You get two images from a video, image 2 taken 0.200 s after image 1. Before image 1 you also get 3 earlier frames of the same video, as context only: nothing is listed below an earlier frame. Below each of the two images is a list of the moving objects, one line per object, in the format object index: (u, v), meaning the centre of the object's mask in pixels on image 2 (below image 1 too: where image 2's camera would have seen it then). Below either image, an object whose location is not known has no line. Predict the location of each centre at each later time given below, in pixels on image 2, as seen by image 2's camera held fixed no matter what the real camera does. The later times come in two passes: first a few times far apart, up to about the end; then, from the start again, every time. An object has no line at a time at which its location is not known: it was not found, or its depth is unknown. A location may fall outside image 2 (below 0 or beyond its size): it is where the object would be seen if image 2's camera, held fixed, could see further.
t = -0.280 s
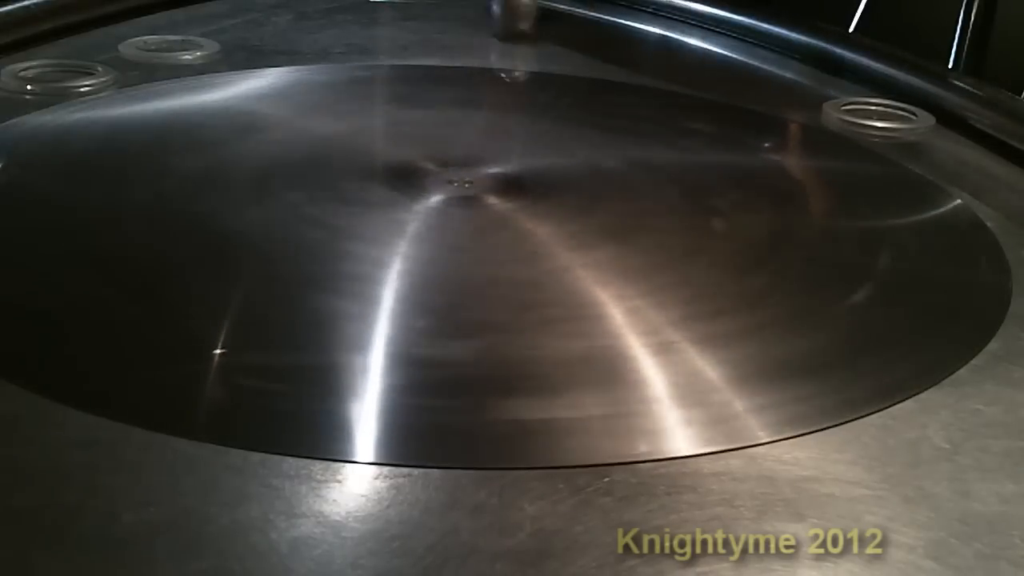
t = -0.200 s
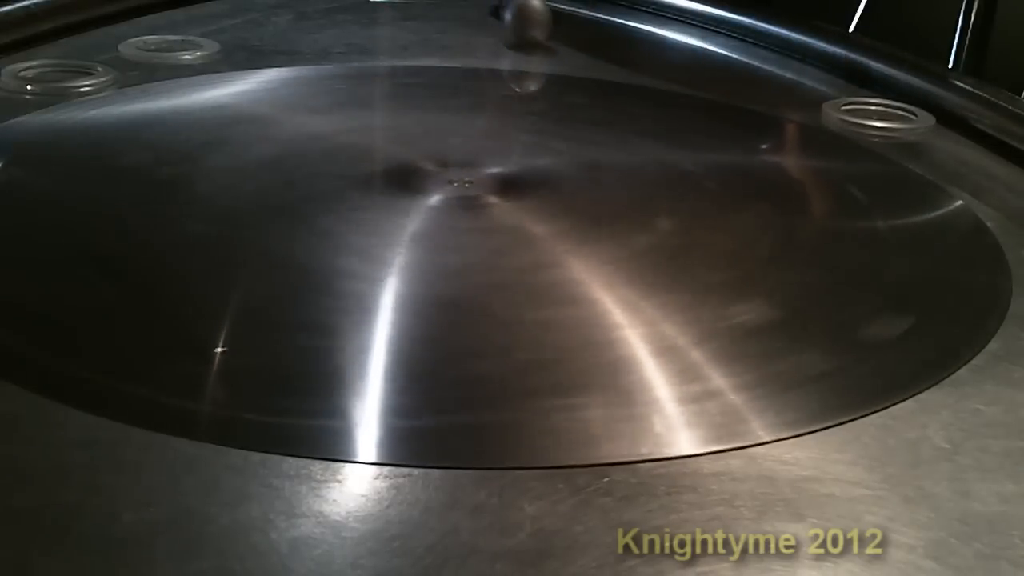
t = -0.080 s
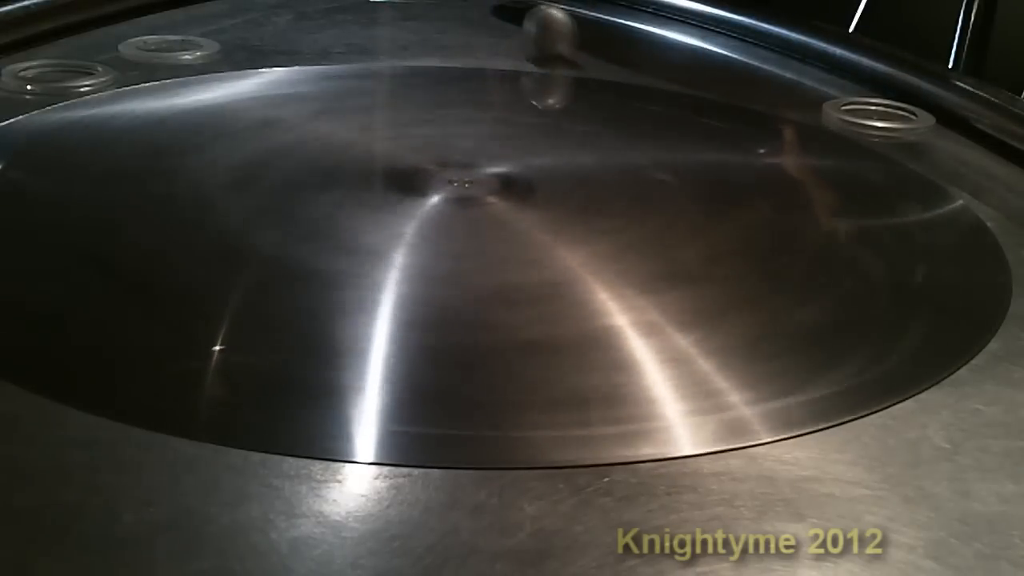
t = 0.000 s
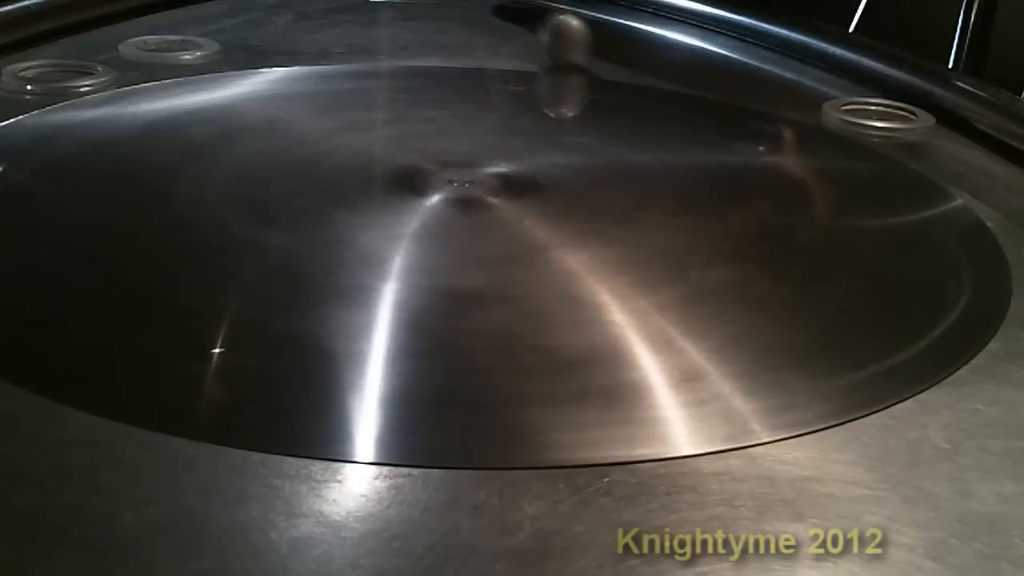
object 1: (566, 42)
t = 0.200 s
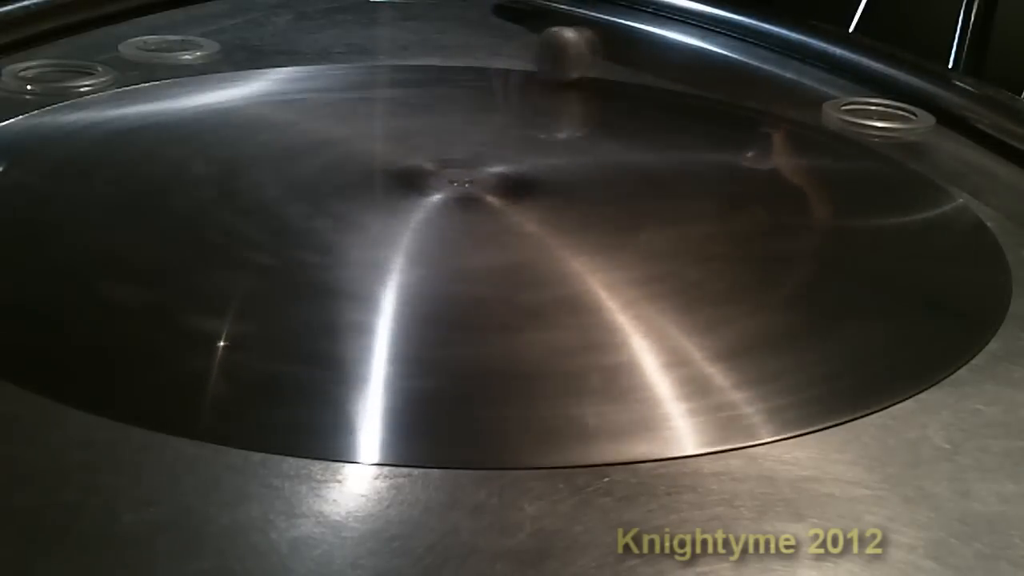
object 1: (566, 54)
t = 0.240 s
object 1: (541, 57)
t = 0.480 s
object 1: (413, 72)
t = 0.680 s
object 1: (344, 102)
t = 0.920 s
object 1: (352, 153)
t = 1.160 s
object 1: (495, 197)
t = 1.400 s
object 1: (690, 204)
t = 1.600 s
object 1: (786, 181)
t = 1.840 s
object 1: (786, 134)
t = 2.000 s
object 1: (728, 107)
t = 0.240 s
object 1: (541, 57)
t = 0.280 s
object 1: (521, 58)
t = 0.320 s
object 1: (498, 60)
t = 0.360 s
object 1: (476, 61)
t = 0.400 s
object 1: (451, 64)
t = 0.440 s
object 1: (427, 69)
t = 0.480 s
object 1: (413, 72)
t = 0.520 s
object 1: (396, 77)
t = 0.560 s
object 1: (376, 82)
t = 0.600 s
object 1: (362, 87)
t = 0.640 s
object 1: (350, 95)
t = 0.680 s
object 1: (344, 102)
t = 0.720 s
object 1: (339, 108)
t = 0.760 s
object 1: (336, 120)
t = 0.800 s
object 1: (335, 129)
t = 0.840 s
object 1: (338, 137)
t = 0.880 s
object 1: (343, 145)
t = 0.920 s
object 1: (352, 153)
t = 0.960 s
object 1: (366, 161)
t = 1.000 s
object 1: (389, 171)
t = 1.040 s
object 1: (413, 180)
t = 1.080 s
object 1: (438, 187)
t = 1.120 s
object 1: (467, 193)
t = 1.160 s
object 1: (495, 197)
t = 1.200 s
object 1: (532, 201)
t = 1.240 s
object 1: (561, 204)
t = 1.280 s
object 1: (589, 205)
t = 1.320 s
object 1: (627, 208)
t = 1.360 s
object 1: (656, 207)
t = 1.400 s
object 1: (690, 204)
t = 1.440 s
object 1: (715, 203)
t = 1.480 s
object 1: (736, 199)
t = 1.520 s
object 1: (759, 193)
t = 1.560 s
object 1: (773, 187)
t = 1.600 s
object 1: (786, 181)
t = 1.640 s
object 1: (796, 174)
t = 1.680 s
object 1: (802, 168)
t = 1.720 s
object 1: (802, 160)
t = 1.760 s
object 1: (799, 150)
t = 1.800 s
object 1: (795, 142)
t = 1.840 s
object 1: (786, 134)
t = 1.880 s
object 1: (775, 128)
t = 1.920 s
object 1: (763, 121)
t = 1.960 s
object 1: (747, 113)
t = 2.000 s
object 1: (728, 107)
